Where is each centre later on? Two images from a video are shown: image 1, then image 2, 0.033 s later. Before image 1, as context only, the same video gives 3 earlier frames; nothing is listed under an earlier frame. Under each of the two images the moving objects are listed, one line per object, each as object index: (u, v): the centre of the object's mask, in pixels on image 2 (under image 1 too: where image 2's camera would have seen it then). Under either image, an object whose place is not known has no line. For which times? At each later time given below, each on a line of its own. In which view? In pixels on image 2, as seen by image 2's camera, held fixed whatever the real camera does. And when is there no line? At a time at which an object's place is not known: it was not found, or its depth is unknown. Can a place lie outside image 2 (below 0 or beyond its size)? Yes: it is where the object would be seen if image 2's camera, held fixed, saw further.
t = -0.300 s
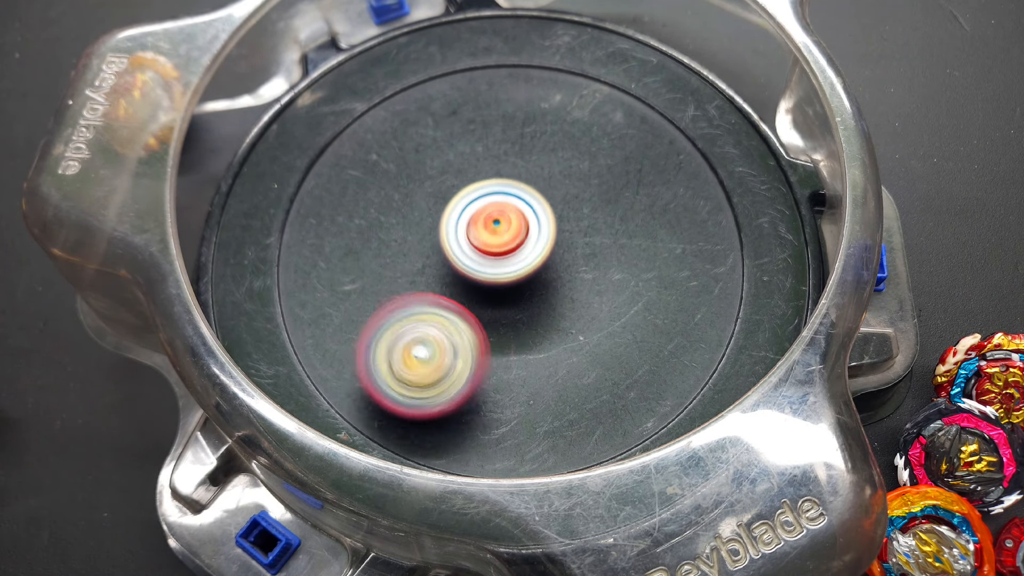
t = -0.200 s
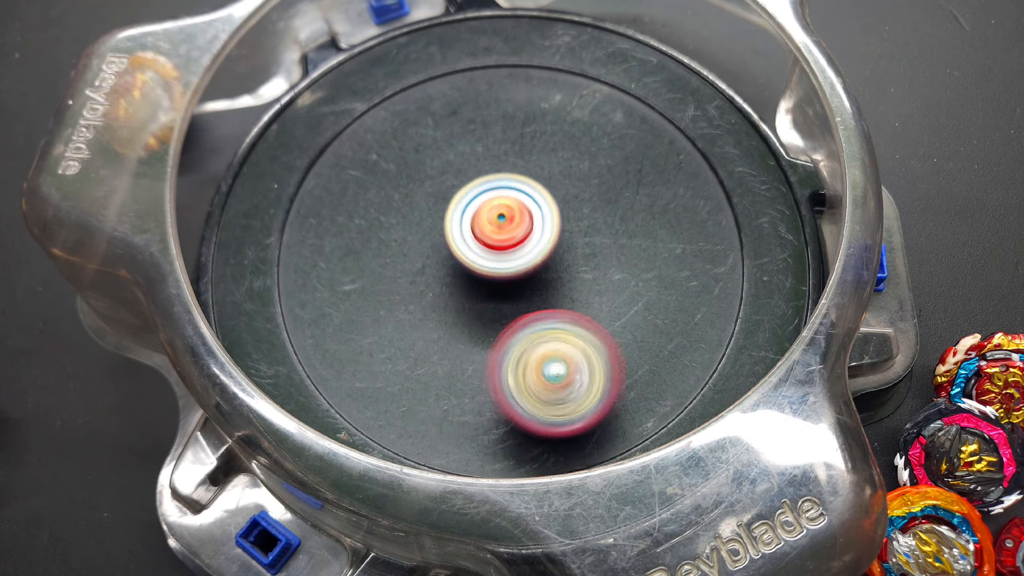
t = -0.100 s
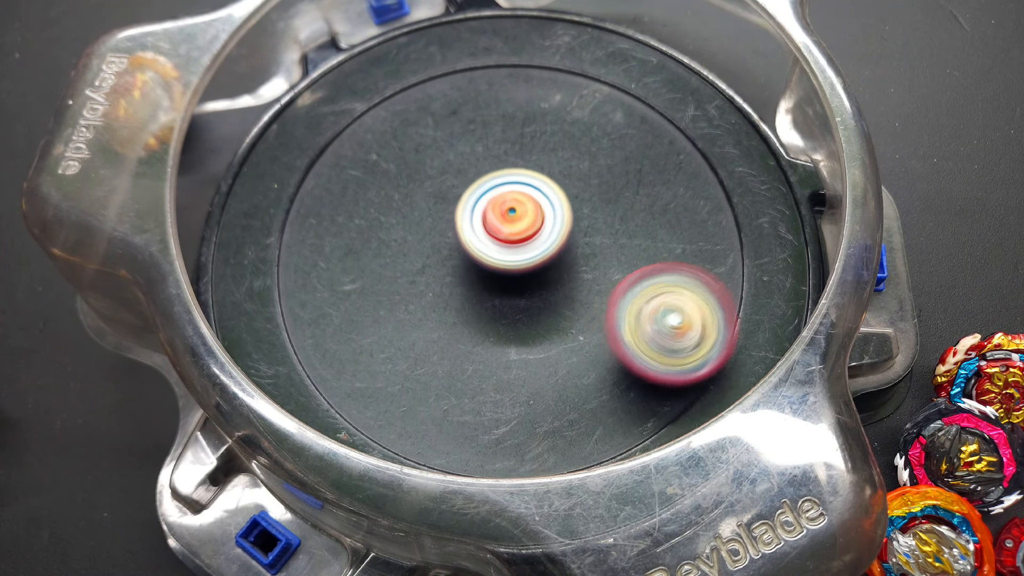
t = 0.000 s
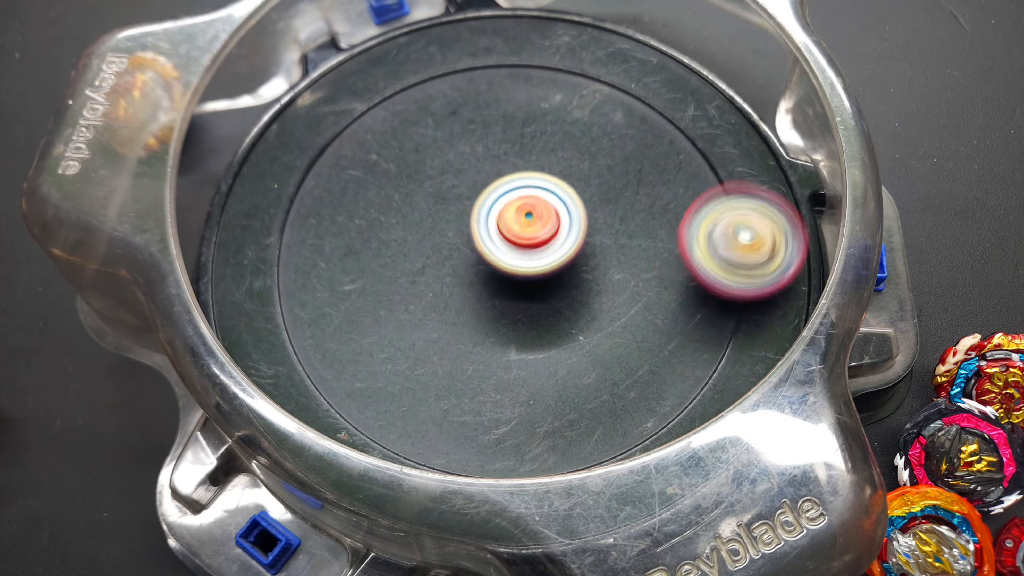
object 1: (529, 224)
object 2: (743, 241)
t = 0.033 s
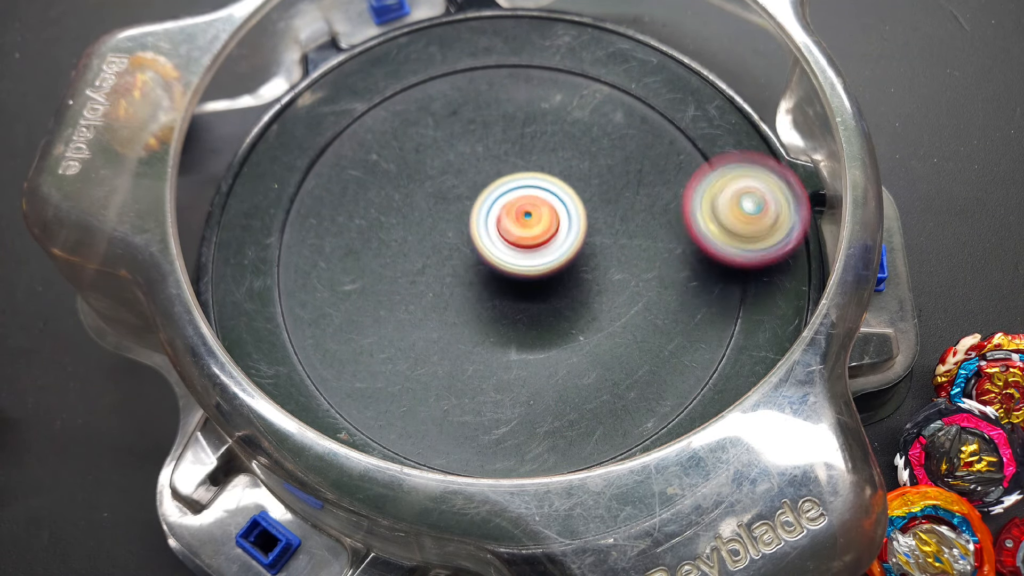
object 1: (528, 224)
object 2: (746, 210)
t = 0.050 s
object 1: (526, 225)
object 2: (738, 194)
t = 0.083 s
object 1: (520, 226)
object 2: (724, 165)
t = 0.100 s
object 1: (517, 227)
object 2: (717, 150)
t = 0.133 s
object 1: (512, 229)
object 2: (701, 126)
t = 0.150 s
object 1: (509, 231)
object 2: (691, 114)
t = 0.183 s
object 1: (505, 233)
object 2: (670, 96)
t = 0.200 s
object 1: (503, 234)
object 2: (658, 87)
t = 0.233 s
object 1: (501, 237)
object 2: (637, 73)
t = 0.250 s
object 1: (501, 237)
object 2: (626, 67)
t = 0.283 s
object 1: (501, 237)
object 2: (604, 58)
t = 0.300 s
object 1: (501, 237)
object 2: (594, 54)
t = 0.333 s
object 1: (502, 237)
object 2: (571, 50)
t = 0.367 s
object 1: (504, 237)
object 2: (547, 48)
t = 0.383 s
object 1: (506, 237)
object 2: (532, 49)
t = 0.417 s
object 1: (511, 237)
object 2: (504, 54)
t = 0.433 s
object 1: (513, 236)
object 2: (488, 58)
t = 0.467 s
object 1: (518, 236)
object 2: (460, 71)
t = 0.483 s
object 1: (520, 236)
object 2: (446, 80)
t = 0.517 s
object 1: (526, 237)
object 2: (422, 101)
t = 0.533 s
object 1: (529, 239)
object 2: (410, 114)
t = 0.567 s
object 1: (534, 242)
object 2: (389, 141)
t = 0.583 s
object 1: (537, 244)
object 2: (380, 157)
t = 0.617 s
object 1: (541, 250)
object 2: (367, 190)
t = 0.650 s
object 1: (542, 258)
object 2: (362, 226)
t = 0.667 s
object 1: (542, 262)
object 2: (362, 244)
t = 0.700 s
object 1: (537, 268)
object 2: (369, 281)
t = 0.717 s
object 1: (534, 268)
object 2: (375, 299)
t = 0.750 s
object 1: (528, 268)
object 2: (394, 333)
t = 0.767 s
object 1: (526, 266)
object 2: (408, 347)
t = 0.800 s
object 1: (523, 260)
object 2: (439, 374)
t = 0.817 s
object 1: (522, 257)
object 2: (456, 385)
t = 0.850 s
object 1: (519, 248)
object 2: (495, 401)
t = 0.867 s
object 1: (517, 245)
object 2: (517, 406)
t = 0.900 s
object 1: (515, 239)
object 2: (558, 410)
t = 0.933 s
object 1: (515, 234)
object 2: (598, 407)
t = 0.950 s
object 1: (515, 231)
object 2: (618, 403)
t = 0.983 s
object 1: (516, 229)
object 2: (655, 391)
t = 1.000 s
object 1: (517, 229)
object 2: (674, 382)
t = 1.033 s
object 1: (518, 231)
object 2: (702, 360)
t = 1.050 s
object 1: (517, 233)
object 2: (712, 345)
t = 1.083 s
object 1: (513, 236)
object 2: (729, 315)
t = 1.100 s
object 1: (509, 239)
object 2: (736, 298)
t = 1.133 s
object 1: (501, 247)
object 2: (747, 268)
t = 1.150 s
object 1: (496, 252)
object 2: (747, 251)
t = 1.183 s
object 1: (489, 260)
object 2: (743, 220)
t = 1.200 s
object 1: (485, 263)
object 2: (739, 204)
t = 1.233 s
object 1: (478, 268)
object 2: (728, 178)
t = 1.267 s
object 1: (473, 271)
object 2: (708, 156)
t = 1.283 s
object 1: (470, 272)
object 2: (697, 146)
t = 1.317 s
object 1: (466, 270)
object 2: (670, 129)
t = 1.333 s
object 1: (465, 268)
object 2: (655, 123)
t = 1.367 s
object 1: (465, 262)
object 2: (625, 116)
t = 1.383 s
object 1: (466, 259)
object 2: (609, 114)
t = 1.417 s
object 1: (473, 252)
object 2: (578, 114)
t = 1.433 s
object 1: (476, 250)
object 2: (560, 115)
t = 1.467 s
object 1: (482, 250)
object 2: (527, 119)
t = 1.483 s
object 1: (485, 251)
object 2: (510, 121)
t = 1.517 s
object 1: (491, 255)
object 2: (476, 131)
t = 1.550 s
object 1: (496, 260)
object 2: (443, 146)
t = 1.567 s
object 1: (498, 264)
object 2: (429, 154)
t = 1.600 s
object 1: (504, 269)
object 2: (401, 176)
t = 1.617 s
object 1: (507, 271)
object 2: (390, 188)
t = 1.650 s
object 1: (510, 275)
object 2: (372, 217)
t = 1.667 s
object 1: (510, 277)
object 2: (365, 232)
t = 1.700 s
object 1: (509, 280)
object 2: (357, 265)
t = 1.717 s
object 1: (508, 280)
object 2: (355, 282)
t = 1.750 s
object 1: (503, 280)
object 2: (358, 317)
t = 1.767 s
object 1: (499, 280)
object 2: (362, 334)
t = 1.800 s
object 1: (492, 278)
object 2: (377, 367)
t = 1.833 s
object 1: (484, 274)
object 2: (399, 396)
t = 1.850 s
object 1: (480, 271)
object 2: (413, 407)
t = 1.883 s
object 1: (472, 265)
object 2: (447, 423)
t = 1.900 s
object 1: (468, 261)
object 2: (466, 429)
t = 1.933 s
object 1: (463, 252)
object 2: (504, 436)
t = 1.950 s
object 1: (462, 248)
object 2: (525, 452)
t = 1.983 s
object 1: (463, 241)
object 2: (564, 432)
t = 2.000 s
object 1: (465, 238)
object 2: (588, 438)
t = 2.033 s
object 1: (467, 236)
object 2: (621, 414)
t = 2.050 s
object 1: (469, 237)
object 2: (639, 406)
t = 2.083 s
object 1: (473, 241)
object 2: (668, 388)
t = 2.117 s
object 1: (477, 248)
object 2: (693, 366)
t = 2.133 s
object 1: (480, 251)
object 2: (703, 355)
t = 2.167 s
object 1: (486, 258)
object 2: (718, 328)
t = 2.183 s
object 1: (489, 261)
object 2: (720, 312)
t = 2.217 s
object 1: (495, 266)
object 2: (721, 279)
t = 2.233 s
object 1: (497, 268)
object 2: (718, 264)
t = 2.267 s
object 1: (501, 272)
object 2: (707, 234)
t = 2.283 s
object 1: (503, 274)
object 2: (699, 221)
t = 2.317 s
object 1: (504, 275)
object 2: (678, 196)
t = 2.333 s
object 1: (504, 276)
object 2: (666, 186)
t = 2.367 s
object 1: (504, 277)
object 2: (638, 168)
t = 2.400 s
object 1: (501, 276)
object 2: (607, 153)
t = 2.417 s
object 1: (498, 275)
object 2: (591, 148)
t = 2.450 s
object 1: (494, 273)
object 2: (556, 139)
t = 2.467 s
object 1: (492, 271)
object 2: (540, 137)
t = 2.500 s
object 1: (486, 267)
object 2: (503, 134)
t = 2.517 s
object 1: (483, 264)
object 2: (487, 134)
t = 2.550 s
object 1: (478, 259)
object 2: (451, 138)
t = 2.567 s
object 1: (476, 255)
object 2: (434, 141)
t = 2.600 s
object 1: (472, 248)
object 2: (402, 151)
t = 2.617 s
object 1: (472, 245)
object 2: (387, 158)
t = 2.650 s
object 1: (472, 237)
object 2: (359, 176)
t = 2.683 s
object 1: (474, 230)
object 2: (336, 199)
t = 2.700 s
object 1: (477, 226)
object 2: (326, 212)
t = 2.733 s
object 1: (483, 219)
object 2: (311, 241)
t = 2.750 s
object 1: (487, 217)
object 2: (304, 257)
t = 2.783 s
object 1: (495, 213)
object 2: (299, 288)
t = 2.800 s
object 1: (500, 212)
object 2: (298, 305)
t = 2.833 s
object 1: (506, 213)
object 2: (303, 338)
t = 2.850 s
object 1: (508, 215)
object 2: (311, 353)
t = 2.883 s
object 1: (510, 218)
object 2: (331, 379)
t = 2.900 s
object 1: (509, 220)
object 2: (347, 390)
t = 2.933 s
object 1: (504, 225)
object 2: (381, 409)
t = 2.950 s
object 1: (500, 228)
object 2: (398, 416)
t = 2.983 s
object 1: (493, 235)
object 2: (435, 427)
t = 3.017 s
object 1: (486, 242)
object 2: (476, 432)
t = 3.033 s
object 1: (484, 245)
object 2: (495, 433)
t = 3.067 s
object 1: (479, 249)
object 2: (535, 428)
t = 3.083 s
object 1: (477, 252)
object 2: (552, 423)
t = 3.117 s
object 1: (474, 256)
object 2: (587, 408)
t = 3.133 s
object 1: (473, 257)
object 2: (601, 399)
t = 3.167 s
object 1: (470, 258)
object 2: (624, 372)
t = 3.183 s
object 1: (470, 259)
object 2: (631, 358)
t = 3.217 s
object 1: (469, 257)
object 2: (644, 327)
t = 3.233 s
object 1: (469, 256)
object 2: (649, 313)
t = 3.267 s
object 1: (470, 254)
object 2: (654, 281)
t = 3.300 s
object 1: (472, 249)
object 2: (652, 251)
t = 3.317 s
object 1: (473, 247)
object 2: (648, 235)
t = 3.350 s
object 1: (477, 242)
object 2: (637, 206)
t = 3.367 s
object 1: (479, 239)
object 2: (630, 193)
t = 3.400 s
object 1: (484, 235)
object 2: (609, 169)
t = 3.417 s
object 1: (487, 233)
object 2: (597, 160)
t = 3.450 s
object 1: (494, 229)
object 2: (570, 141)
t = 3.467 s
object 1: (497, 228)
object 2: (556, 133)
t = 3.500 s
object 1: (505, 227)
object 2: (526, 120)
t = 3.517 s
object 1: (508, 227)
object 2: (512, 115)
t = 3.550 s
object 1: (514, 228)
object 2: (481, 106)
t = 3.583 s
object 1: (522, 231)
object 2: (450, 101)
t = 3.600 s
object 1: (525, 233)
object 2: (434, 100)
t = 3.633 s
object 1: (530, 239)
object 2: (404, 102)
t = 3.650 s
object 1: (533, 243)
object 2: (389, 105)
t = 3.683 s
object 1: (536, 250)
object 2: (361, 114)
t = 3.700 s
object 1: (537, 254)
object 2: (348, 122)
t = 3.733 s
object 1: (538, 263)
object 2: (324, 140)
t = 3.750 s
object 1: (537, 266)
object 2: (313, 151)
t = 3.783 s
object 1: (532, 275)
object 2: (296, 175)
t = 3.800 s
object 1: (529, 278)
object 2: (289, 189)
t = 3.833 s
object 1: (520, 280)
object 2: (281, 218)
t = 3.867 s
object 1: (513, 279)
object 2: (278, 250)
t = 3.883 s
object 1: (512, 277)
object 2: (279, 265)
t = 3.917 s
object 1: (509, 273)
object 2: (288, 296)
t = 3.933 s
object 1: (510, 270)
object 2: (296, 311)
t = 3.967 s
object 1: (513, 261)
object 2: (317, 339)
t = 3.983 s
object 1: (515, 256)
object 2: (329, 352)
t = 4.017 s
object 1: (517, 247)
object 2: (360, 373)
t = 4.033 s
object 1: (517, 243)
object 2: (377, 381)
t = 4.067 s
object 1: (518, 236)
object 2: (414, 392)
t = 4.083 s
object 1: (520, 233)
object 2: (433, 395)
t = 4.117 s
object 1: (520, 229)
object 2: (472, 394)
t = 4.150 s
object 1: (522, 227)
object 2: (508, 387)
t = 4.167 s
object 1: (523, 227)
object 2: (526, 379)
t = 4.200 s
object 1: (523, 228)
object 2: (557, 362)
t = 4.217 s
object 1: (524, 229)
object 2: (572, 351)
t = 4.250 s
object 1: (524, 231)
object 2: (597, 327)
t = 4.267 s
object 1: (524, 234)
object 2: (609, 314)
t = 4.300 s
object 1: (522, 236)
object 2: (629, 291)
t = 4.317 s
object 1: (518, 238)
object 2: (639, 278)
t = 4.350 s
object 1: (513, 242)
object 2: (653, 253)
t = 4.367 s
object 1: (510, 244)
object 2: (658, 238)
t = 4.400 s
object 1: (504, 248)
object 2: (662, 211)
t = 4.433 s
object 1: (500, 251)
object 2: (660, 185)
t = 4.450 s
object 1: (497, 253)
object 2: (656, 171)
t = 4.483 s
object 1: (492, 255)
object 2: (646, 149)
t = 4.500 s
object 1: (490, 255)
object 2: (639, 137)
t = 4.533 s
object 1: (486, 256)
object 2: (625, 119)
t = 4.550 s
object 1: (484, 256)
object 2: (616, 109)
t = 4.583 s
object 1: (480, 255)
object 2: (599, 95)
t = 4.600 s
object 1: (479, 255)
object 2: (589, 88)
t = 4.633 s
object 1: (477, 252)
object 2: (571, 76)
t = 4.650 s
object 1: (476, 251)
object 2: (560, 71)
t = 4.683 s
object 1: (477, 248)
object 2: (542, 63)
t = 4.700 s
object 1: (477, 246)
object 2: (531, 60)
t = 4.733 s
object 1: (478, 243)
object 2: (509, 56)
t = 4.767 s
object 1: (480, 240)
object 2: (484, 57)
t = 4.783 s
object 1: (481, 239)
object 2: (471, 59)
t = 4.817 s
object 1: (484, 236)
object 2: (445, 68)
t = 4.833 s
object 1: (485, 236)
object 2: (434, 73)
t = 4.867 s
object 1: (490, 234)
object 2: (411, 88)
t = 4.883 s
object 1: (491, 233)
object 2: (401, 97)
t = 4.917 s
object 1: (495, 234)
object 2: (383, 118)
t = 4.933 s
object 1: (497, 233)
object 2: (375, 129)
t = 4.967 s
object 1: (501, 234)
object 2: (363, 155)
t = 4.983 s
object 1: (503, 235)
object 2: (359, 168)
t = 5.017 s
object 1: (506, 236)
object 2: (354, 196)
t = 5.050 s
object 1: (509, 238)
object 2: (355, 225)
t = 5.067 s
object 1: (510, 239)
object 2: (358, 240)
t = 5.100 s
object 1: (512, 242)
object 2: (367, 269)
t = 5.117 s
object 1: (513, 243)
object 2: (374, 283)
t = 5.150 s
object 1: (513, 245)
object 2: (391, 308)
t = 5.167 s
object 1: (513, 246)
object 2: (403, 320)
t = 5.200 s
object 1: (512, 248)
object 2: (428, 339)
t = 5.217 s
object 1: (512, 249)
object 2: (444, 347)
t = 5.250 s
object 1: (511, 249)
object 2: (474, 358)
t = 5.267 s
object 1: (509, 250)
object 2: (491, 362)
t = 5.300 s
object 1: (508, 250)
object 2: (523, 365)
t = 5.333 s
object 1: (506, 251)
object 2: (557, 362)
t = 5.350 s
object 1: (506, 250)
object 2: (573, 358)
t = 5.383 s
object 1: (504, 250)
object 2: (605, 347)
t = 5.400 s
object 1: (504, 249)
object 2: (619, 341)
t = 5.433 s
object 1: (503, 248)
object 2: (647, 327)
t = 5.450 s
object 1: (503, 248)
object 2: (659, 319)
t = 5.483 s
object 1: (503, 246)
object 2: (682, 303)
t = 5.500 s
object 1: (502, 247)
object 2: (691, 293)
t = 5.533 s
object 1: (504, 245)
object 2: (707, 272)
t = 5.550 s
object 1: (503, 245)
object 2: (713, 262)
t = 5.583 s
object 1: (504, 245)
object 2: (719, 238)
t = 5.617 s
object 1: (504, 246)
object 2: (720, 213)
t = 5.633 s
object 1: (505, 246)
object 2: (718, 202)
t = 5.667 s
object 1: (504, 246)
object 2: (709, 178)
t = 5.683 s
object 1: (505, 246)
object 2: (703, 168)
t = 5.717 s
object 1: (504, 246)
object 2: (686, 149)
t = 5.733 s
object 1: (505, 246)
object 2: (677, 142)
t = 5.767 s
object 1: (505, 246)
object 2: (656, 129)
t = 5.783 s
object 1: (504, 246)
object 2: (645, 124)
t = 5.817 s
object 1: (505, 246)
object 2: (620, 119)
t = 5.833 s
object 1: (505, 246)
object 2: (609, 117)
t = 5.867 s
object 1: (506, 246)
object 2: (582, 115)
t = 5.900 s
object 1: (505, 247)
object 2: (555, 116)
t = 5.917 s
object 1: (506, 247)
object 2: (542, 118)
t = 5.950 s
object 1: (505, 247)
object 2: (515, 122)
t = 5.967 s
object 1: (506, 247)
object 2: (501, 125)
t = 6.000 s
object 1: (505, 247)
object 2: (474, 134)
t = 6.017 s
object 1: (505, 247)
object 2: (461, 141)
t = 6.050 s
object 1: (505, 247)
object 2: (437, 155)
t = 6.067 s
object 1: (505, 247)
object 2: (426, 164)
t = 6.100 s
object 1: (505, 247)
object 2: (408, 184)
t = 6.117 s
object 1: (505, 248)
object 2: (400, 195)
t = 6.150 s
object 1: (506, 247)
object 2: (388, 219)
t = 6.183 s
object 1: (506, 248)
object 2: (381, 245)
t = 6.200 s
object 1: (506, 248)
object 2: (379, 259)
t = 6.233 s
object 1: (506, 248)
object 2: (380, 286)
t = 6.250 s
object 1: (506, 248)
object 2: (383, 300)
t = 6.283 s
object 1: (506, 248)
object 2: (392, 326)
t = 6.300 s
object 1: (506, 248)
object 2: (398, 338)
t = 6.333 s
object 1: (506, 248)
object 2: (416, 361)
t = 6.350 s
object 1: (506, 248)
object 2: (425, 371)
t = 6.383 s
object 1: (506, 248)
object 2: (449, 390)
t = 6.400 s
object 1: (506, 249)
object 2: (462, 398)
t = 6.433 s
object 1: (506, 248)
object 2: (490, 408)
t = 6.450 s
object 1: (506, 249)
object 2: (505, 412)
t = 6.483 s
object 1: (506, 248)
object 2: (537, 414)
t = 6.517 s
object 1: (506, 248)
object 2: (566, 411)
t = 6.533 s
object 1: (506, 248)
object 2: (580, 408)
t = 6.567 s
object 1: (507, 249)
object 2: (606, 398)
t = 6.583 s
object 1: (506, 249)
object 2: (618, 392)
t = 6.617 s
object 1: (506, 249)
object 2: (639, 378)
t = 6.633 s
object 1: (506, 249)
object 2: (648, 369)
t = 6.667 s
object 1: (506, 249)
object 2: (664, 351)
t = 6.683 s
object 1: (506, 249)
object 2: (670, 341)
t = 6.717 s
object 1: (506, 249)
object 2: (679, 319)
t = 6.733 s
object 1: (506, 249)
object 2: (681, 309)
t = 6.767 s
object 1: (506, 249)
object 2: (681, 287)
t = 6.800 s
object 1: (505, 249)
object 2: (678, 266)
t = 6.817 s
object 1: (506, 249)
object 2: (674, 254)
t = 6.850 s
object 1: (505, 249)
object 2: (663, 233)
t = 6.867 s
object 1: (506, 250)
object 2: (656, 222)
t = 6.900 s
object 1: (505, 249)
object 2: (638, 203)
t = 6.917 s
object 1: (506, 250)
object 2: (627, 195)
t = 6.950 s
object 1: (504, 249)
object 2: (604, 181)
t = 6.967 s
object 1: (504, 250)
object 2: (592, 175)
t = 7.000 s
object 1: (495, 254)
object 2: (575, 160)
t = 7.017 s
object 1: (491, 256)
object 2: (564, 154)
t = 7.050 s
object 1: (485, 259)
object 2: (540, 146)
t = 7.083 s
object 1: (481, 261)
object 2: (514, 141)
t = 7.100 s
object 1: (478, 262)
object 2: (501, 139)
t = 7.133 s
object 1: (477, 263)
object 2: (474, 138)
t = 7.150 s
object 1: (475, 263)
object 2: (462, 138)
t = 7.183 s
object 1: (476, 264)
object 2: (436, 143)
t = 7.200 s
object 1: (475, 263)
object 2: (424, 146)
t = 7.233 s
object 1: (476, 263)
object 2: (400, 156)
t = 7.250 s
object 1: (476, 263)
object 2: (389, 163)
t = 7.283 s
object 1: (479, 262)
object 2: (371, 179)
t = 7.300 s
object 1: (479, 262)
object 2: (364, 189)
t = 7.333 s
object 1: (482, 261)
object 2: (351, 209)
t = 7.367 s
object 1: (484, 261)
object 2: (344, 233)
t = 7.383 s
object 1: (486, 260)
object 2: (342, 245)
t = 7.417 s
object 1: (488, 260)
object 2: (342, 271)
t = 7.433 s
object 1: (489, 259)
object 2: (344, 283)
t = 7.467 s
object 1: (492, 258)
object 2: (353, 307)
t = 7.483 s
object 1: (493, 257)
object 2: (360, 318)
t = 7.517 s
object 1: (496, 257)
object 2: (377, 339)
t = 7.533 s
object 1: (497, 256)
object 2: (388, 348)
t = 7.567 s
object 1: (499, 256)
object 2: (412, 363)
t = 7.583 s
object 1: (500, 255)
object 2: (426, 368)
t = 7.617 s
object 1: (502, 255)
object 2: (454, 375)
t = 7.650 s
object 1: (503, 254)
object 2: (483, 376)
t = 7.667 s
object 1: (505, 254)
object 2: (498, 374)
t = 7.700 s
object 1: (505, 253)
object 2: (526, 366)
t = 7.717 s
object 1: (506, 252)
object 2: (540, 360)
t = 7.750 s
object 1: (506, 249)
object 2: (565, 350)
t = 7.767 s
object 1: (506, 246)
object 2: (577, 344)
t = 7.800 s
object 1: (506, 242)
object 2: (598, 330)
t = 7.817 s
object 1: (506, 239)
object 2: (608, 320)
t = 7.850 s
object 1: (506, 237)
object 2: (625, 302)
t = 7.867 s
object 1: (504, 236)
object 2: (632, 291)
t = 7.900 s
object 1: (505, 235)
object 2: (641, 271)
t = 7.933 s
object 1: (504, 235)
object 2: (646, 249)
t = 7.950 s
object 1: (503, 234)
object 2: (647, 238)
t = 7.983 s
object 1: (502, 235)
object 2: (643, 216)
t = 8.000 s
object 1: (501, 235)
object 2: (639, 206)
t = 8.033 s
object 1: (501, 236)
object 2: (627, 187)
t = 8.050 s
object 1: (499, 236)
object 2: (620, 179)
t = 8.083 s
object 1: (499, 237)
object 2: (601, 165)
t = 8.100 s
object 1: (498, 238)
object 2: (591, 159)
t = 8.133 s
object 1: (497, 238)
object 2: (568, 150)
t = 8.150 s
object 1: (496, 240)
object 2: (557, 146)
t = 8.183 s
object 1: (490, 244)
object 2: (538, 136)
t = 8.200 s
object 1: (488, 247)
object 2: (527, 132)
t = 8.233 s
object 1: (484, 250)
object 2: (504, 128)
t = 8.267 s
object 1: (482, 252)
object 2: (480, 127)
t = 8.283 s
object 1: (481, 254)
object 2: (470, 128)
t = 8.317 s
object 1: (479, 255)
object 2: (447, 132)
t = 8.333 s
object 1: (480, 256)
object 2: (437, 135)
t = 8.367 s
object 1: (478, 256)
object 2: (417, 146)
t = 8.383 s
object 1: (479, 256)
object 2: (408, 153)
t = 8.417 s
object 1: (480, 257)
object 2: (393, 169)
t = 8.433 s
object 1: (480, 256)
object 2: (387, 178)
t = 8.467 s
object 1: (481, 256)
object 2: (377, 198)
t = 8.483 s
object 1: (487, 259)
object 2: (370, 205)
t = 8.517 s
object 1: (508, 270)
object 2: (345, 210)
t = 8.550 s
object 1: (529, 277)
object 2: (329, 220)
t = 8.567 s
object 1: (537, 281)
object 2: (323, 226)
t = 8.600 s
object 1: (548, 283)
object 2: (317, 243)
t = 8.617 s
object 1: (554, 284)
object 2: (316, 253)
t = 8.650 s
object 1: (560, 283)
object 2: (318, 273)
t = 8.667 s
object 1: (564, 283)
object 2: (320, 285)
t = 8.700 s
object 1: (568, 280)
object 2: (330, 305)
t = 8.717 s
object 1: (571, 280)
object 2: (336, 316)
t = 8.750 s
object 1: (574, 278)
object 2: (353, 333)
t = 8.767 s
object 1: (575, 276)
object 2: (363, 341)
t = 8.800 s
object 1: (577, 276)
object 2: (385, 353)
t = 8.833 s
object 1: (576, 275)
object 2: (411, 360)
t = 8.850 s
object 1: (576, 274)
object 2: (423, 362)
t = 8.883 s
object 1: (576, 274)
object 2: (450, 362)
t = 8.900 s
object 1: (575, 272)
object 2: (461, 360)
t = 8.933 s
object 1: (576, 271)
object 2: (485, 353)
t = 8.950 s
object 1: (579, 268)
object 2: (489, 352)
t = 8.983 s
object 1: (583, 261)
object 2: (500, 347)
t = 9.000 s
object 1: (590, 256)
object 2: (500, 347)
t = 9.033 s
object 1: (601, 243)
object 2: (499, 344)
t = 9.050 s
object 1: (605, 237)
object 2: (500, 342)
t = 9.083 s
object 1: (607, 230)
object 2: (506, 334)
